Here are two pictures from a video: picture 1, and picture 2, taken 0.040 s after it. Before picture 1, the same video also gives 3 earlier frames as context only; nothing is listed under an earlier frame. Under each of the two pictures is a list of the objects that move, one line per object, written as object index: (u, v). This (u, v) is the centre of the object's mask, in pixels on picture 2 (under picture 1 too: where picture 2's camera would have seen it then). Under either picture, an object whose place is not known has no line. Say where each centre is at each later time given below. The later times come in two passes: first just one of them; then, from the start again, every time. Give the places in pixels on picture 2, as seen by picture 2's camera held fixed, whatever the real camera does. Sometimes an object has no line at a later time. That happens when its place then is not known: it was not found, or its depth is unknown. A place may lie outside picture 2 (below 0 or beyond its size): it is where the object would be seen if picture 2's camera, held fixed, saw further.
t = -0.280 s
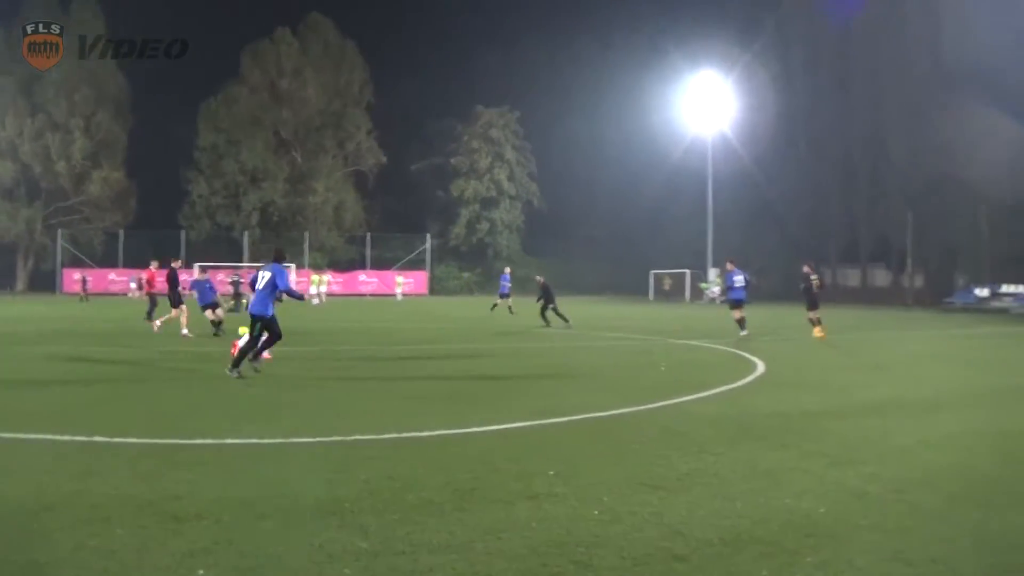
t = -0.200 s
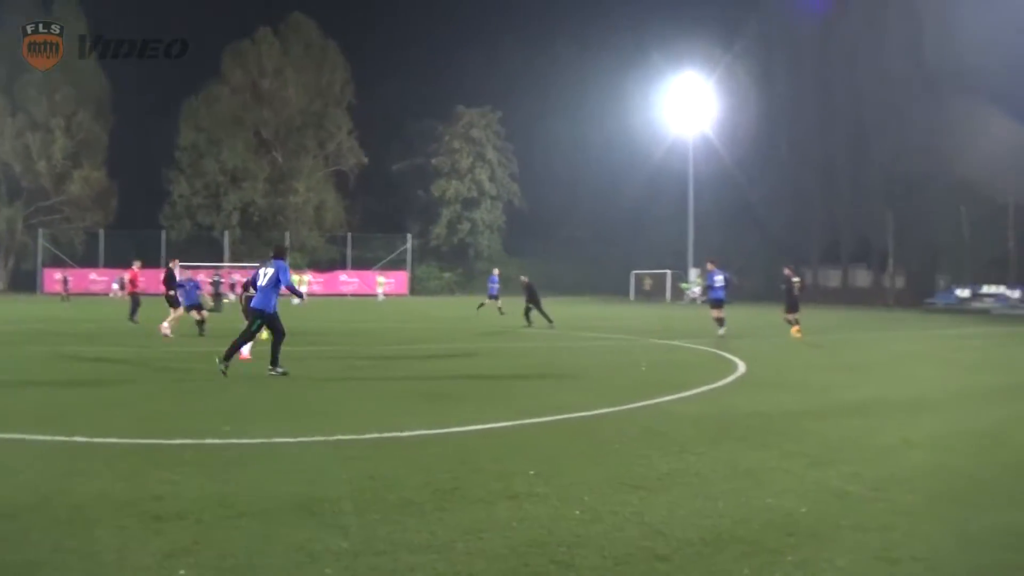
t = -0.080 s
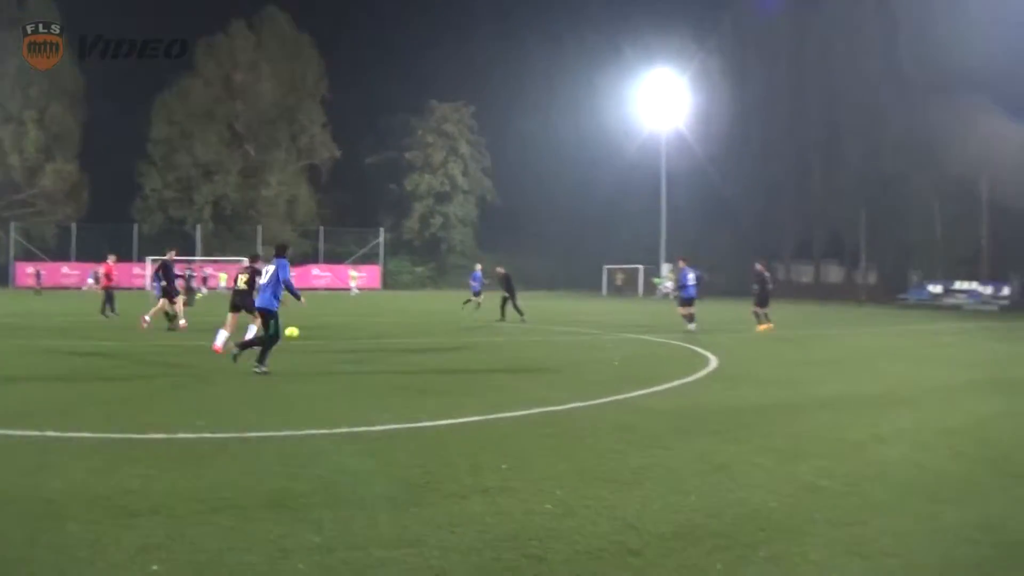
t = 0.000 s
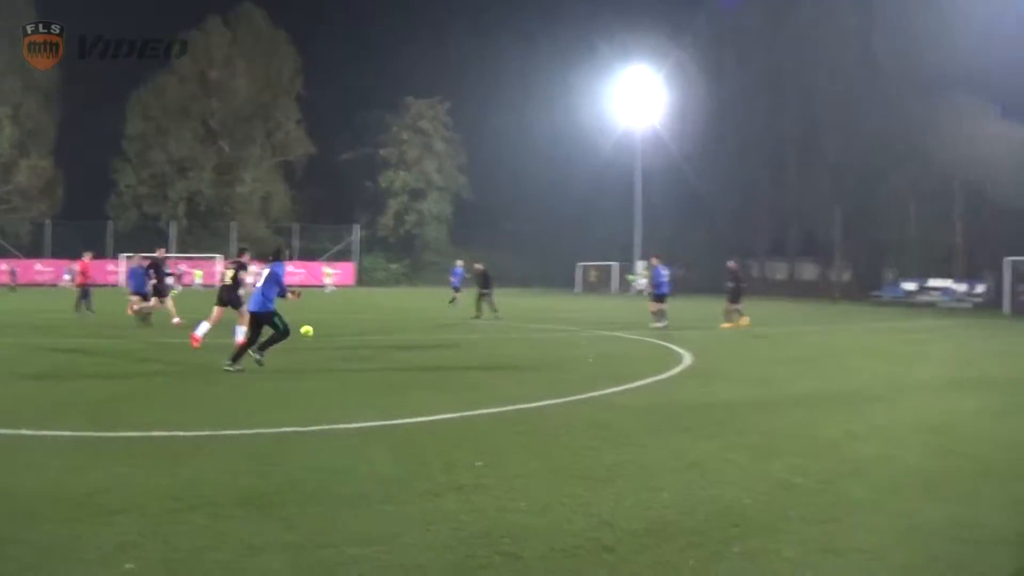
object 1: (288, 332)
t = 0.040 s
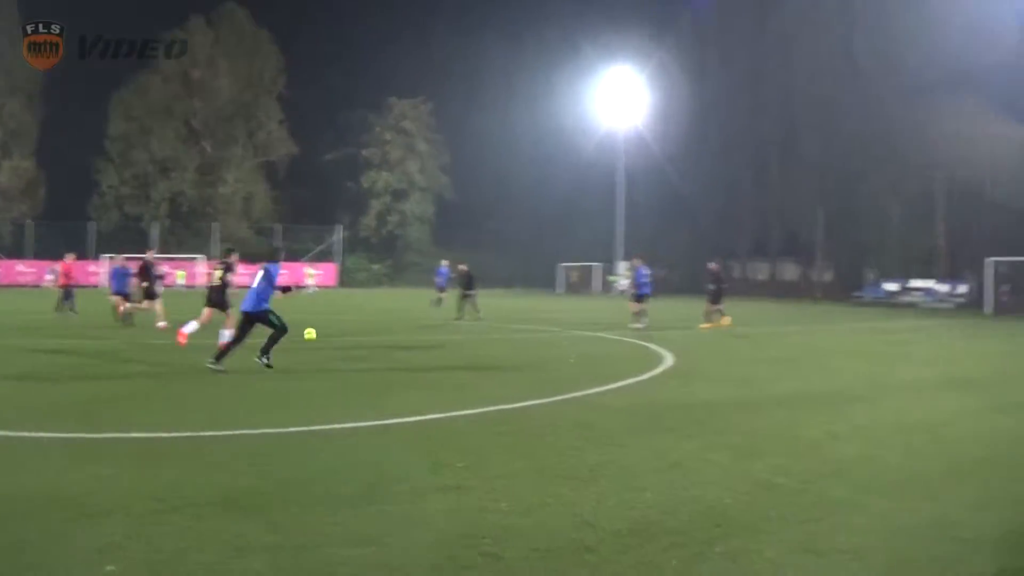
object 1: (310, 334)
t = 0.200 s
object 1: (389, 336)
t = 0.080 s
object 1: (331, 337)
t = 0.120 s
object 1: (351, 336)
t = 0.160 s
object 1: (370, 336)
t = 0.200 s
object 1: (389, 336)
